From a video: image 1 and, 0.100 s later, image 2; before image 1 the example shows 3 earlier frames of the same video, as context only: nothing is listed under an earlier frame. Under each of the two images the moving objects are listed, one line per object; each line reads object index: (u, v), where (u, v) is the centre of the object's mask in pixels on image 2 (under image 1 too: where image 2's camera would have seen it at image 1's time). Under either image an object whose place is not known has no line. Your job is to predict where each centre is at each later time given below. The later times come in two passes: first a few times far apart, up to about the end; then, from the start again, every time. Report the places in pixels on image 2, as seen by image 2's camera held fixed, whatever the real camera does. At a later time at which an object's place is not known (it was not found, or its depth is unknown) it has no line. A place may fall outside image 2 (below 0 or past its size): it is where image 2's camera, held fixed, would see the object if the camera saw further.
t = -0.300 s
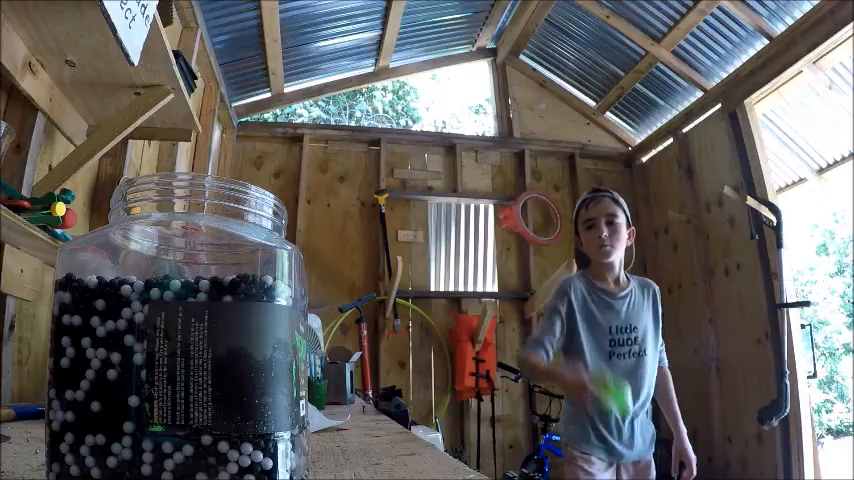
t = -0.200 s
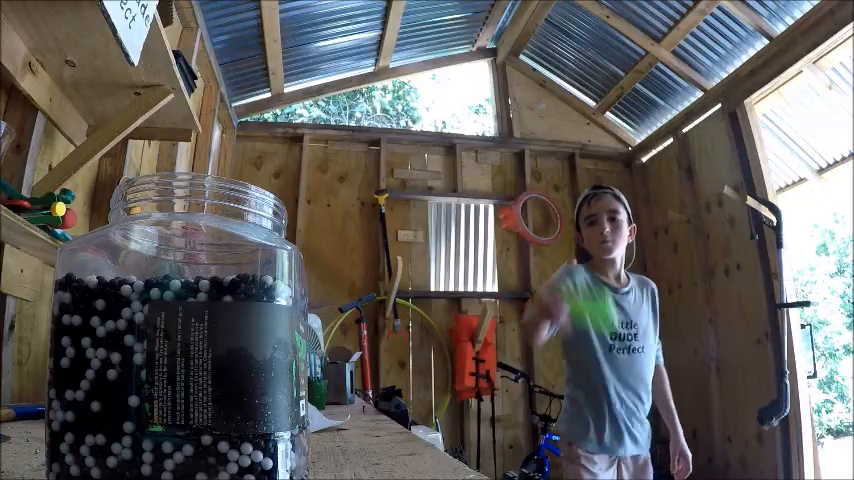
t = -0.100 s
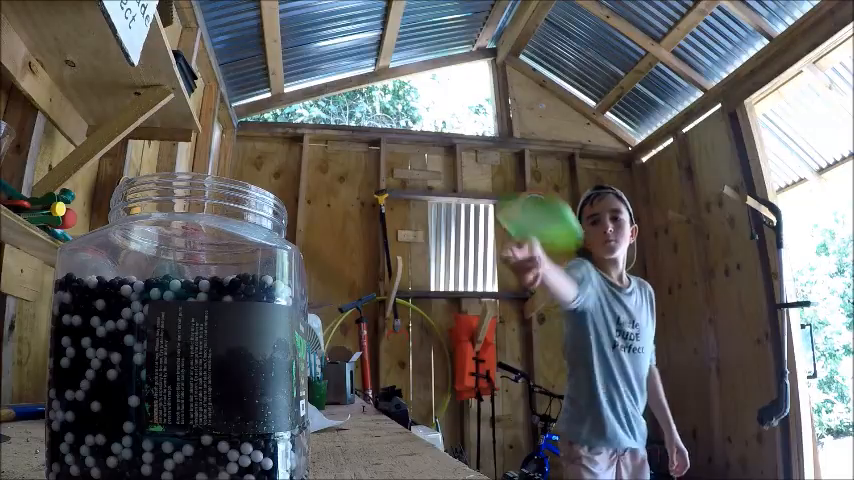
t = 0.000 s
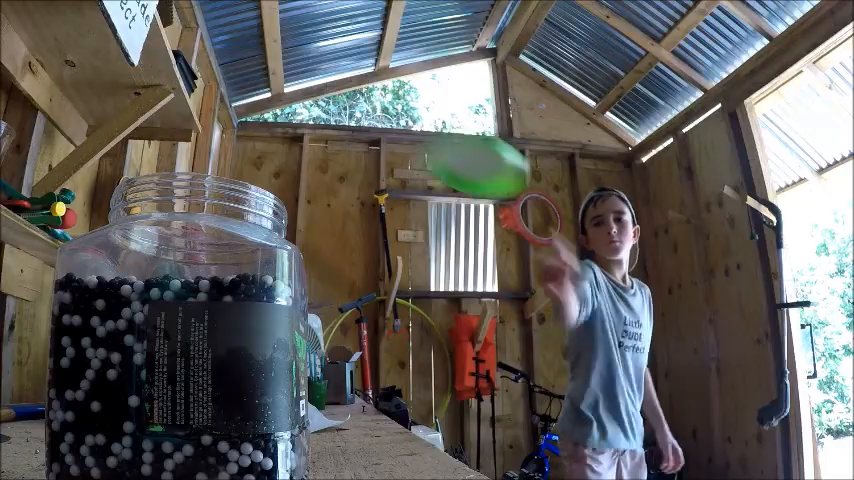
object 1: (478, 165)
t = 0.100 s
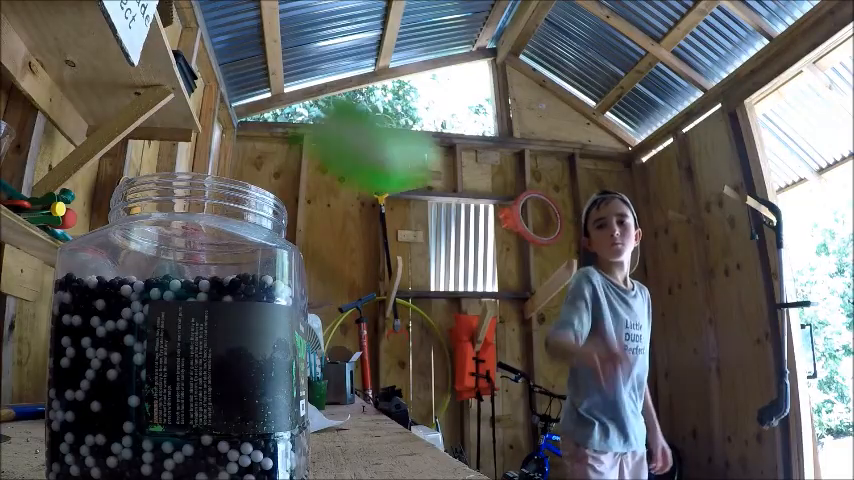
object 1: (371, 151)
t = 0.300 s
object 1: (171, 171)
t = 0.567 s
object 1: (168, 173)
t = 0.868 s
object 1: (168, 173)
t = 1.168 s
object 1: (168, 173)
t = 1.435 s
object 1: (168, 173)
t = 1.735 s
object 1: (168, 173)
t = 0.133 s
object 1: (310, 164)
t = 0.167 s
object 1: (262, 173)
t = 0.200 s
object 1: (200, 180)
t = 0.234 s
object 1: (186, 172)
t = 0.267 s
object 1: (177, 172)
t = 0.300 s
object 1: (171, 171)
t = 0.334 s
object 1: (168, 172)
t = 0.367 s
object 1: (168, 173)
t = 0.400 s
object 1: (168, 173)
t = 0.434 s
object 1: (168, 173)
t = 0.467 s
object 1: (168, 173)
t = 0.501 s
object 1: (168, 173)
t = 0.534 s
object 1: (168, 173)
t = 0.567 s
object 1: (168, 173)
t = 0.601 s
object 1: (168, 173)
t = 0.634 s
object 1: (168, 173)
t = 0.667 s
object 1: (168, 173)
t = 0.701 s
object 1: (168, 173)
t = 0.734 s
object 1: (168, 173)
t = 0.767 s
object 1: (168, 173)
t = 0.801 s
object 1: (168, 173)
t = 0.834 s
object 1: (168, 173)
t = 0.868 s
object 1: (168, 173)
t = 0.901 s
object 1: (168, 173)
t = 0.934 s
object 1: (168, 173)
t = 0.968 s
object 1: (168, 173)
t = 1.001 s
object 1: (168, 173)
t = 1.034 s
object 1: (168, 173)
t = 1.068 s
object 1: (168, 173)
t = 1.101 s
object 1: (168, 173)
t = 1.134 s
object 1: (168, 173)
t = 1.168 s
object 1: (168, 173)
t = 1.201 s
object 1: (168, 173)
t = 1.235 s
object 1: (168, 173)
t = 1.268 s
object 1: (168, 173)
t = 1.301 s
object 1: (168, 173)
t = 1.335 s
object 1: (168, 173)
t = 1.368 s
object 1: (168, 173)
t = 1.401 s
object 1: (168, 173)
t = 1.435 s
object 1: (168, 173)
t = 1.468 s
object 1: (168, 173)
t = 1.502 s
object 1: (168, 173)
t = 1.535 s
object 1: (168, 173)
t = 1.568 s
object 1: (168, 173)
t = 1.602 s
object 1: (168, 173)
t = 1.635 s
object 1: (168, 173)
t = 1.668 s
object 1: (168, 173)
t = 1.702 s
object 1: (168, 173)
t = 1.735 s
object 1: (168, 173)
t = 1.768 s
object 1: (168, 173)
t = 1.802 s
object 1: (168, 173)
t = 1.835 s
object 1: (168, 173)
